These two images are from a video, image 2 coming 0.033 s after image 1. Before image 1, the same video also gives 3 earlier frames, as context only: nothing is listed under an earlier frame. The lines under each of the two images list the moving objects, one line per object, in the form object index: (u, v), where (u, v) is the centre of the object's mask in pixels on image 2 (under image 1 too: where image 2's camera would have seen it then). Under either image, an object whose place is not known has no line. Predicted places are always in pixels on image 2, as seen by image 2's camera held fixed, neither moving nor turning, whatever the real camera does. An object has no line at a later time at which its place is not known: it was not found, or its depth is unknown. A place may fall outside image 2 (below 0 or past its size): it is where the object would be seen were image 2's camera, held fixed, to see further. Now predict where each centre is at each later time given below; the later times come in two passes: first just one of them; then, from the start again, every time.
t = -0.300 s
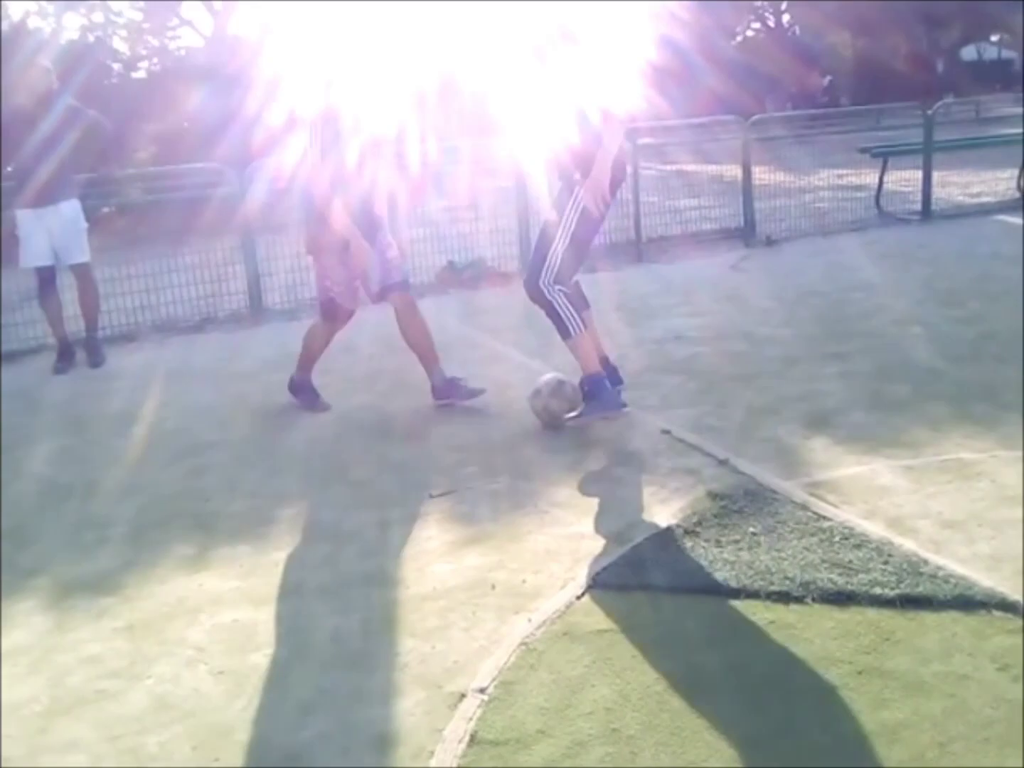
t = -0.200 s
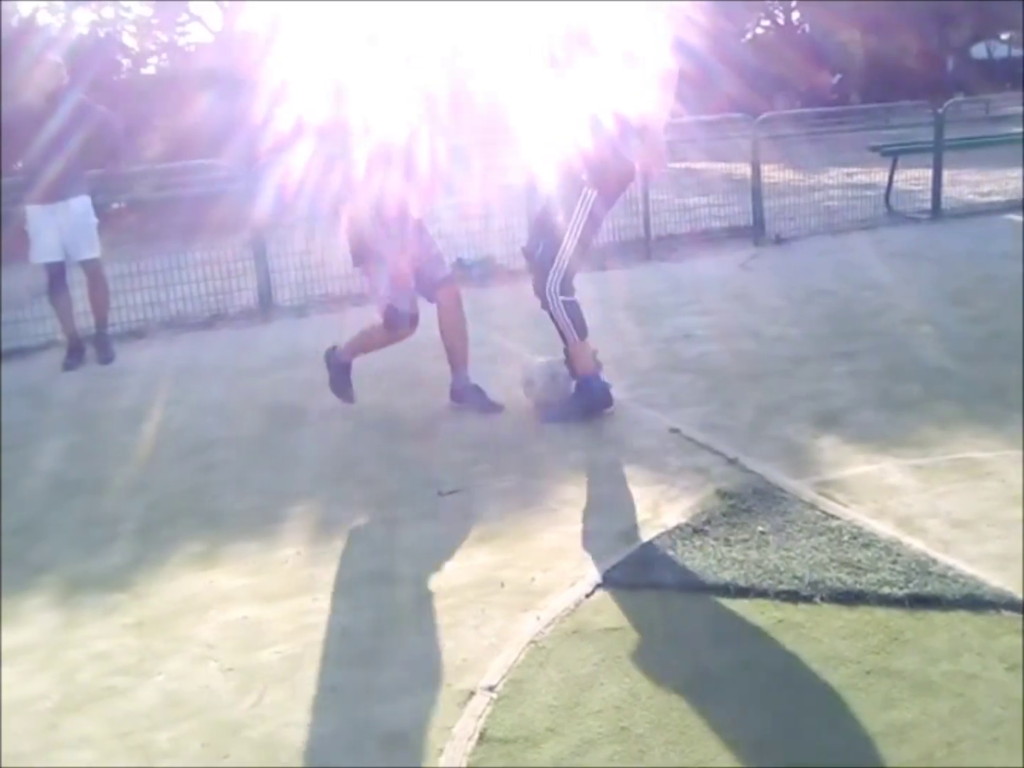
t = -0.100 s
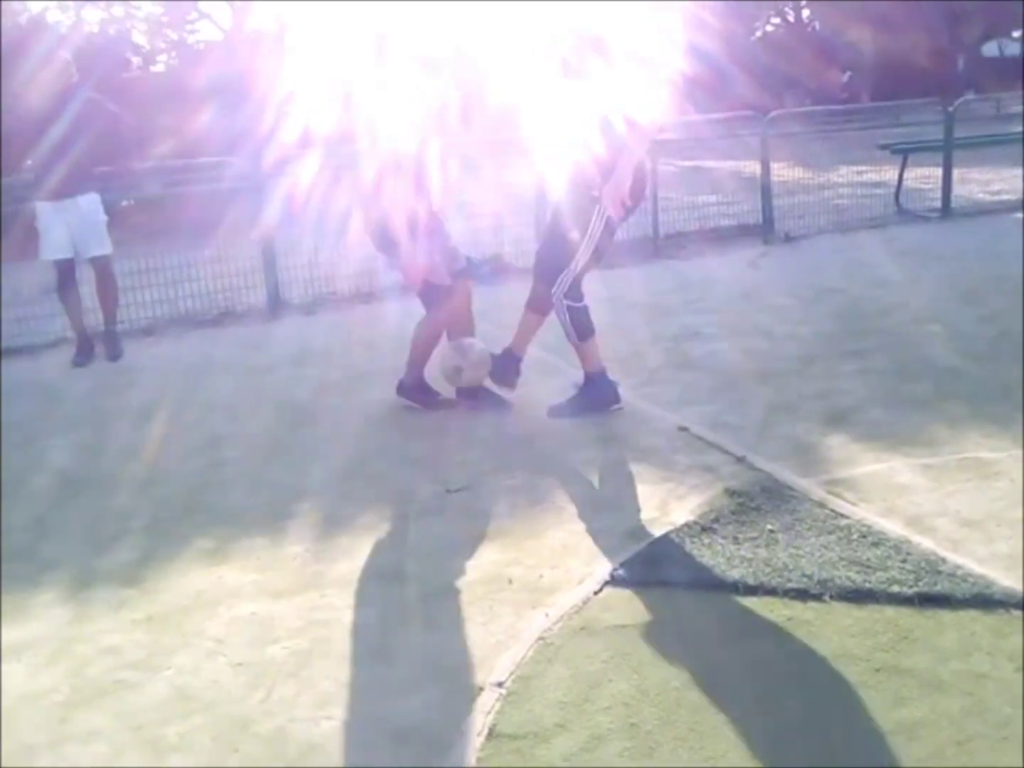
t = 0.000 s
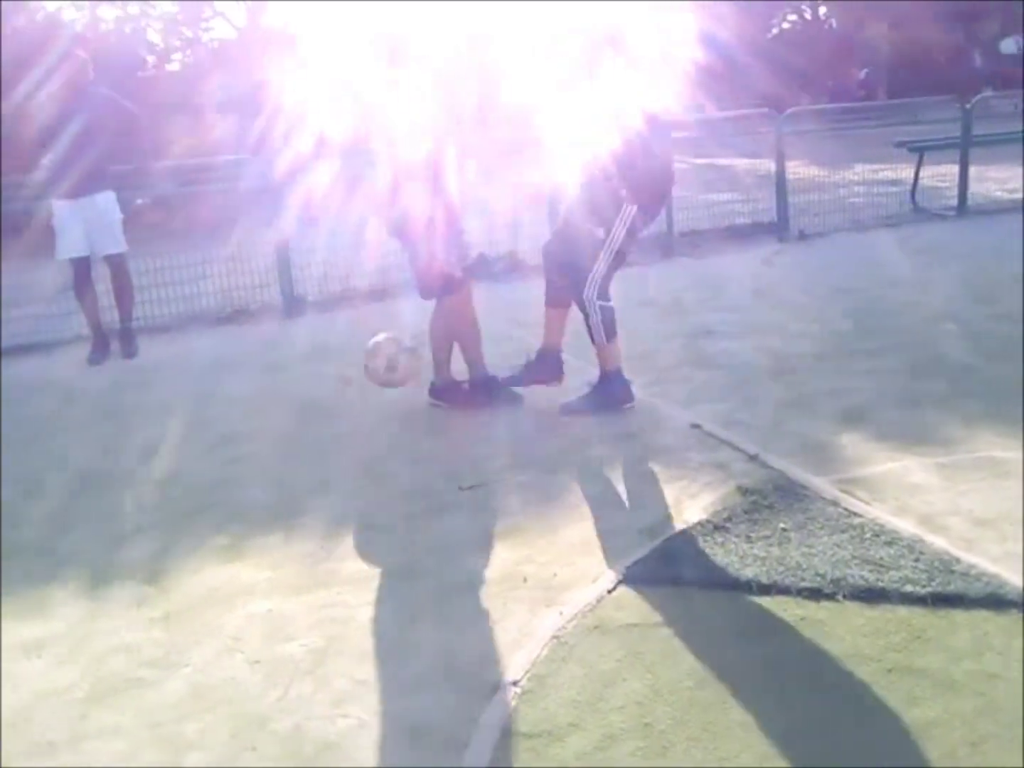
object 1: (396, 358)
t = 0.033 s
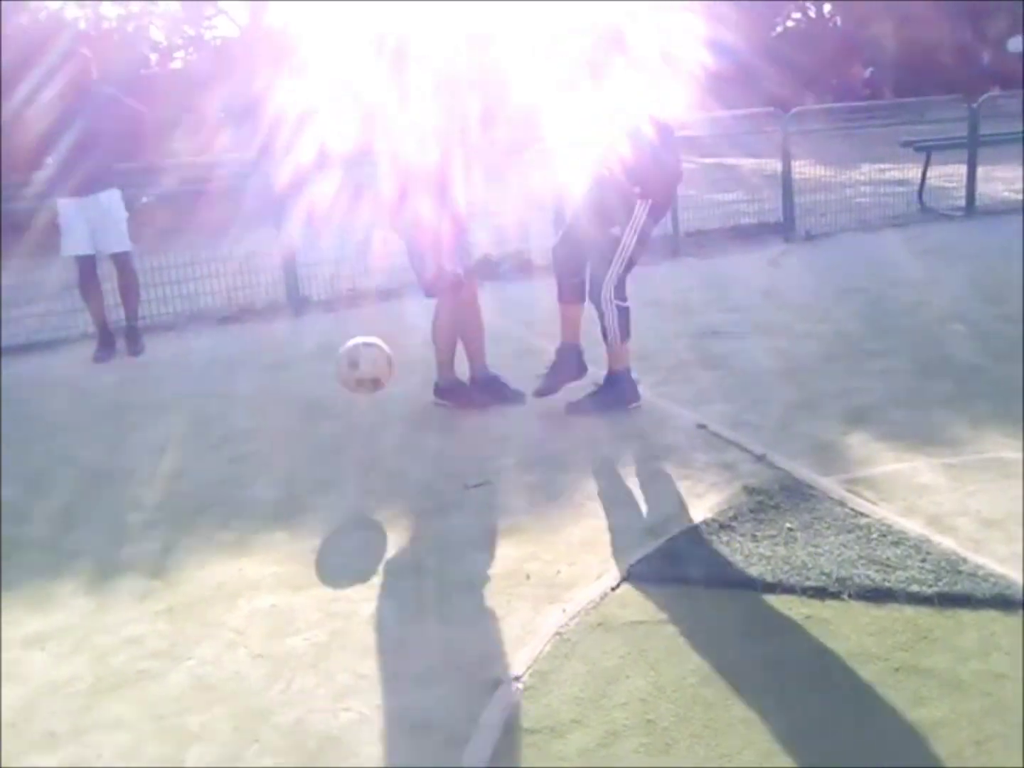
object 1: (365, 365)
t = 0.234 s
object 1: (134, 475)
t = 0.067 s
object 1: (331, 373)
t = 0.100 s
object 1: (294, 385)
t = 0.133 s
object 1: (257, 401)
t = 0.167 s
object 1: (218, 420)
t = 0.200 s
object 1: (178, 445)
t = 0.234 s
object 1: (134, 475)
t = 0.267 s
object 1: (87, 511)
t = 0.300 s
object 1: (41, 553)
